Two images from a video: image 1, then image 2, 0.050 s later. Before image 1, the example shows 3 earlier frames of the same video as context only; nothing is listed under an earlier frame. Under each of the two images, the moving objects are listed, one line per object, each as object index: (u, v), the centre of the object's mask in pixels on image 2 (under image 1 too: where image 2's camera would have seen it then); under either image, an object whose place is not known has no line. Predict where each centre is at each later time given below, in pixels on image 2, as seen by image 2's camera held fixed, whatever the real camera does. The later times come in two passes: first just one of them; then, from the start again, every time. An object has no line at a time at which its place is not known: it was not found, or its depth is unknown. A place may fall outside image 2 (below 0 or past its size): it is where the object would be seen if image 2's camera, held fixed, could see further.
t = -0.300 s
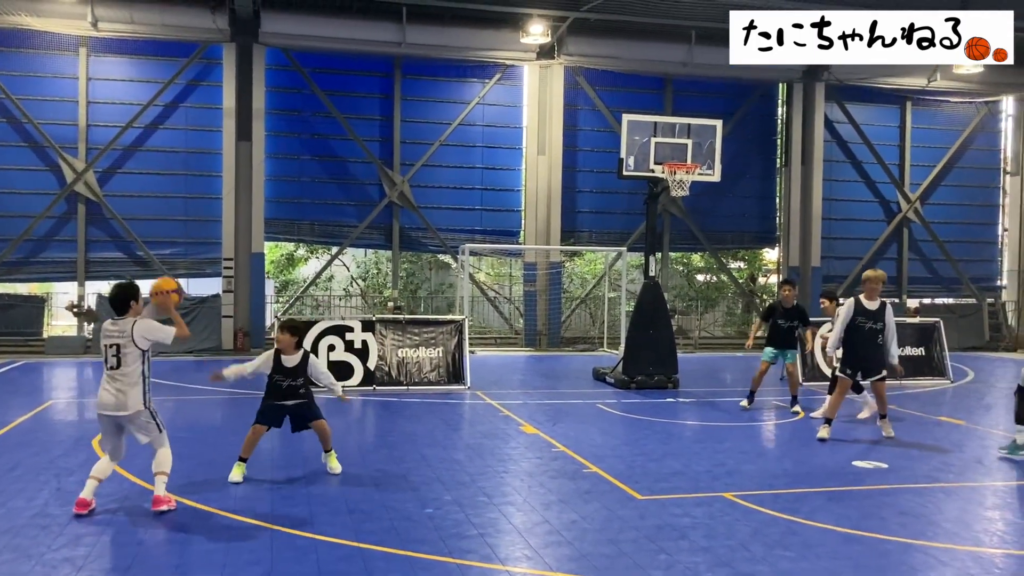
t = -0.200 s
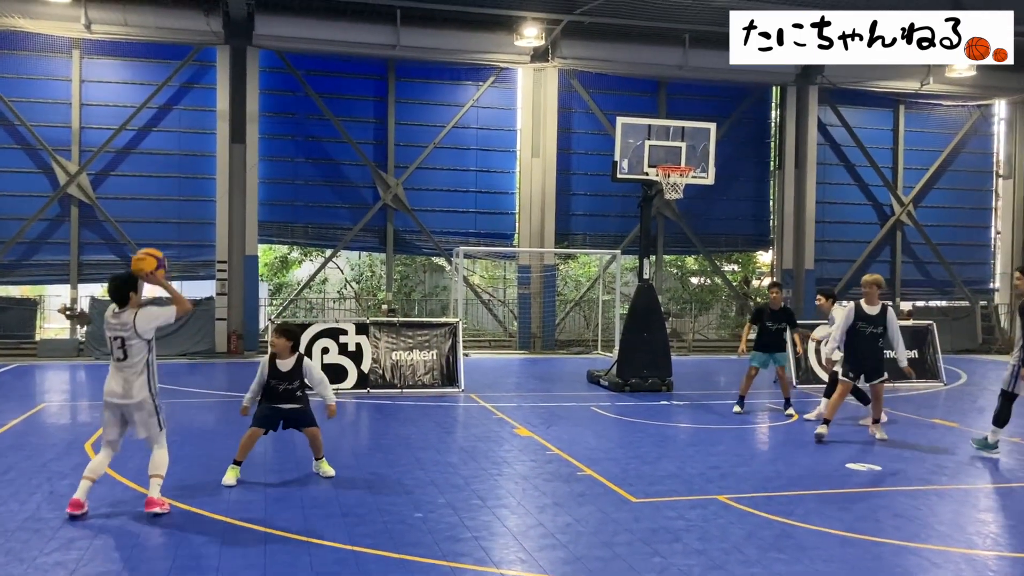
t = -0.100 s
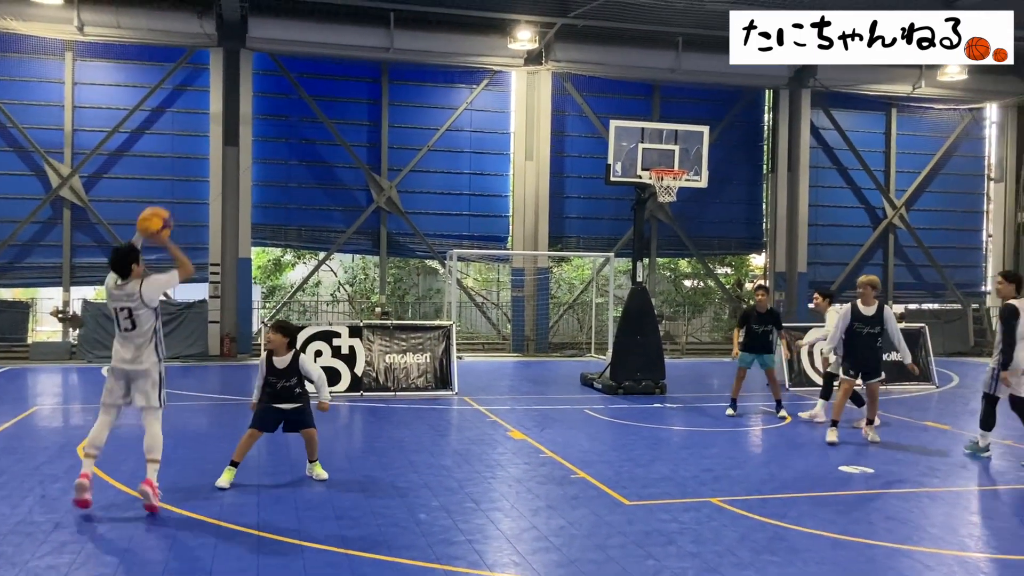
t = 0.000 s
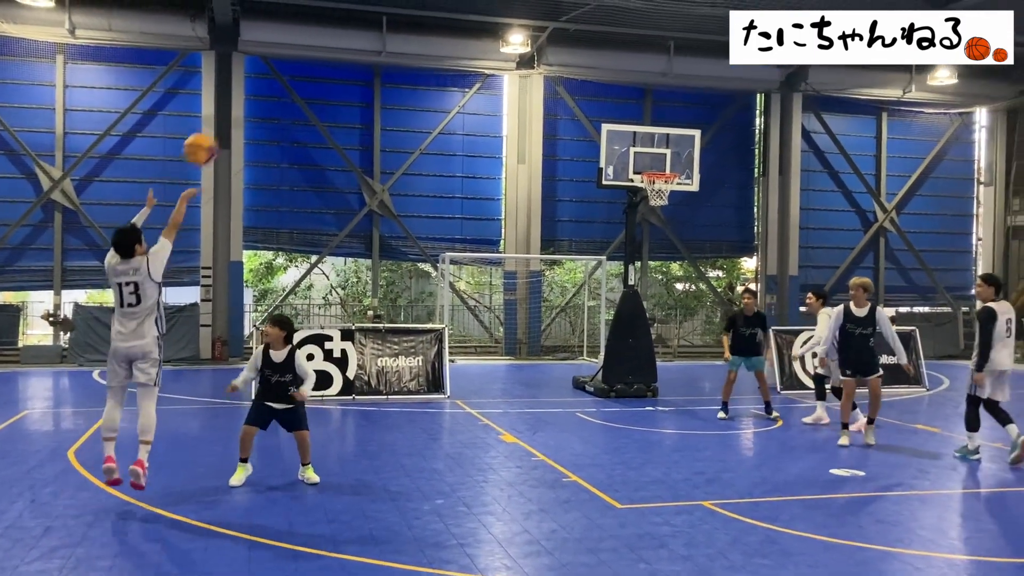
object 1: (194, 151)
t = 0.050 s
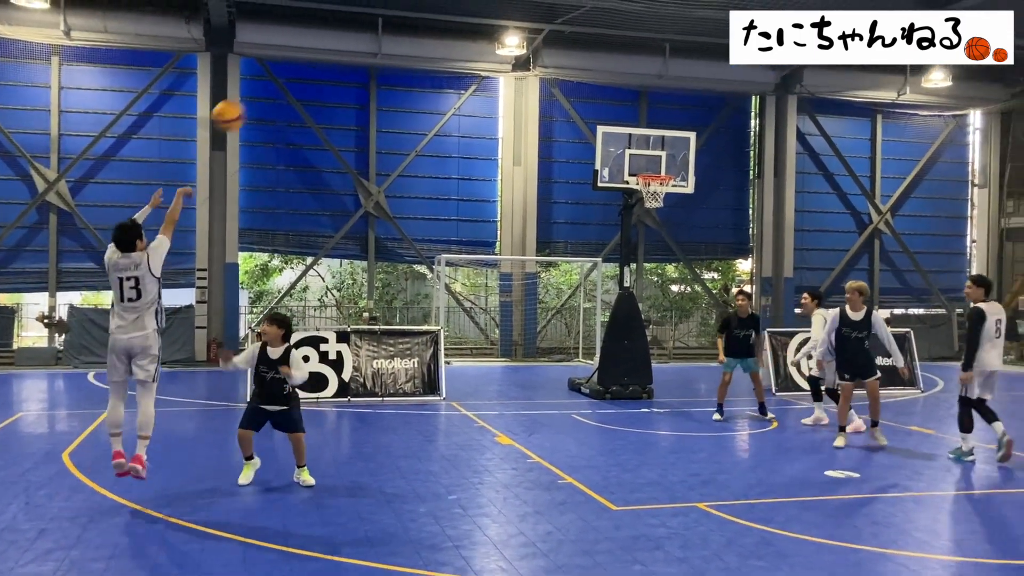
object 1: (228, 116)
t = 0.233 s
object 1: (336, 26)
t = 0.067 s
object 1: (240, 105)
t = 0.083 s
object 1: (250, 94)
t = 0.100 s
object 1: (261, 85)
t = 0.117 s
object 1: (270, 76)
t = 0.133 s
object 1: (280, 67)
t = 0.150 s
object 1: (290, 59)
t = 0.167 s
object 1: (300, 52)
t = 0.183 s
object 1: (309, 44)
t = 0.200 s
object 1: (319, 37)
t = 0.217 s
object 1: (327, 31)
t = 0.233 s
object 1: (336, 26)
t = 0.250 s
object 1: (344, 20)
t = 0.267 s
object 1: (353, 15)
